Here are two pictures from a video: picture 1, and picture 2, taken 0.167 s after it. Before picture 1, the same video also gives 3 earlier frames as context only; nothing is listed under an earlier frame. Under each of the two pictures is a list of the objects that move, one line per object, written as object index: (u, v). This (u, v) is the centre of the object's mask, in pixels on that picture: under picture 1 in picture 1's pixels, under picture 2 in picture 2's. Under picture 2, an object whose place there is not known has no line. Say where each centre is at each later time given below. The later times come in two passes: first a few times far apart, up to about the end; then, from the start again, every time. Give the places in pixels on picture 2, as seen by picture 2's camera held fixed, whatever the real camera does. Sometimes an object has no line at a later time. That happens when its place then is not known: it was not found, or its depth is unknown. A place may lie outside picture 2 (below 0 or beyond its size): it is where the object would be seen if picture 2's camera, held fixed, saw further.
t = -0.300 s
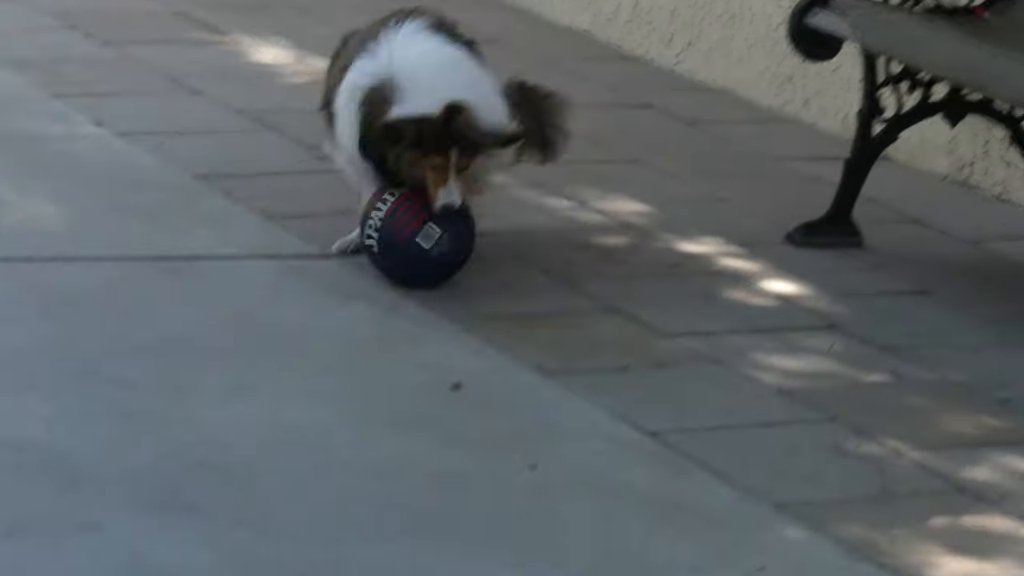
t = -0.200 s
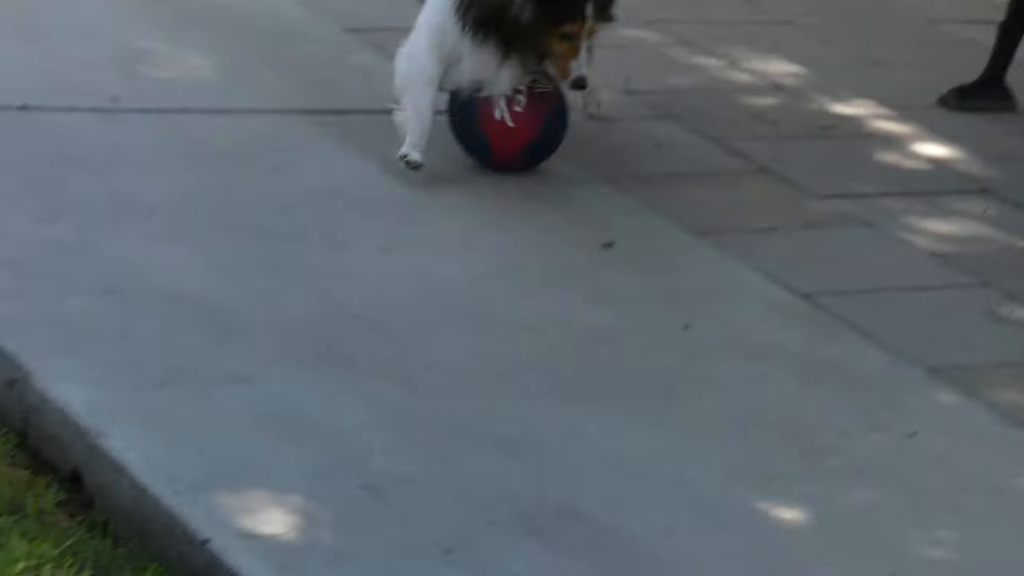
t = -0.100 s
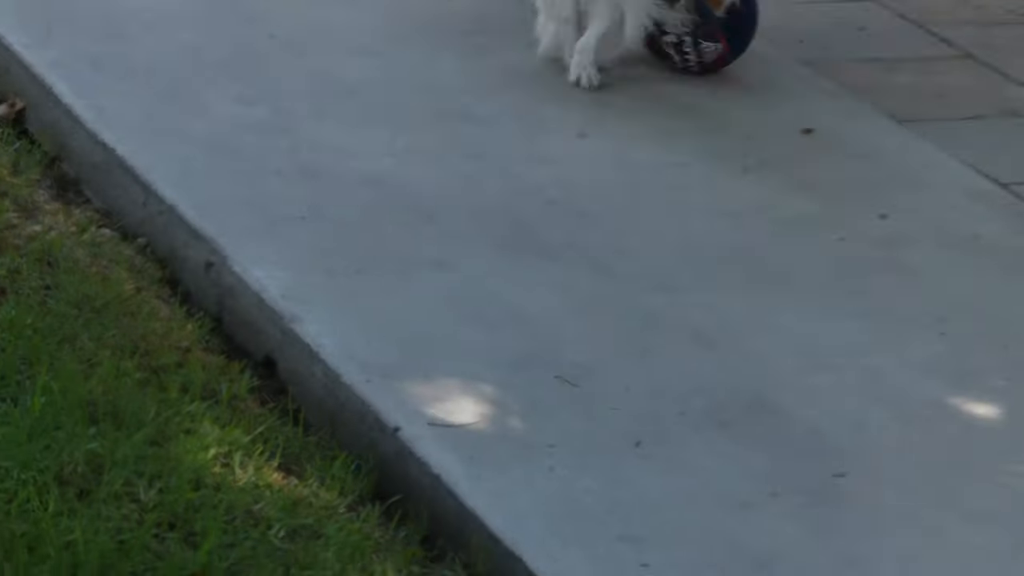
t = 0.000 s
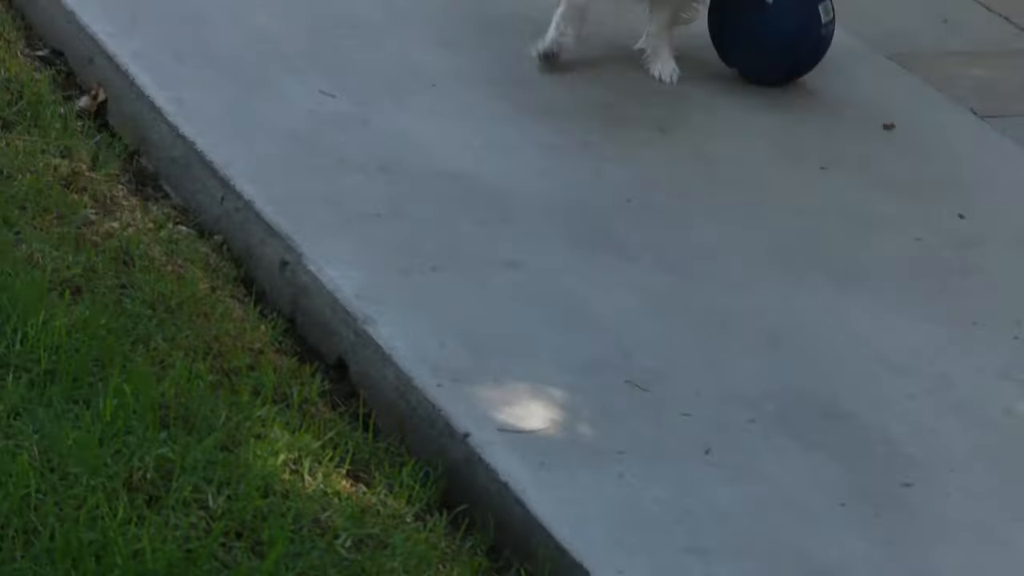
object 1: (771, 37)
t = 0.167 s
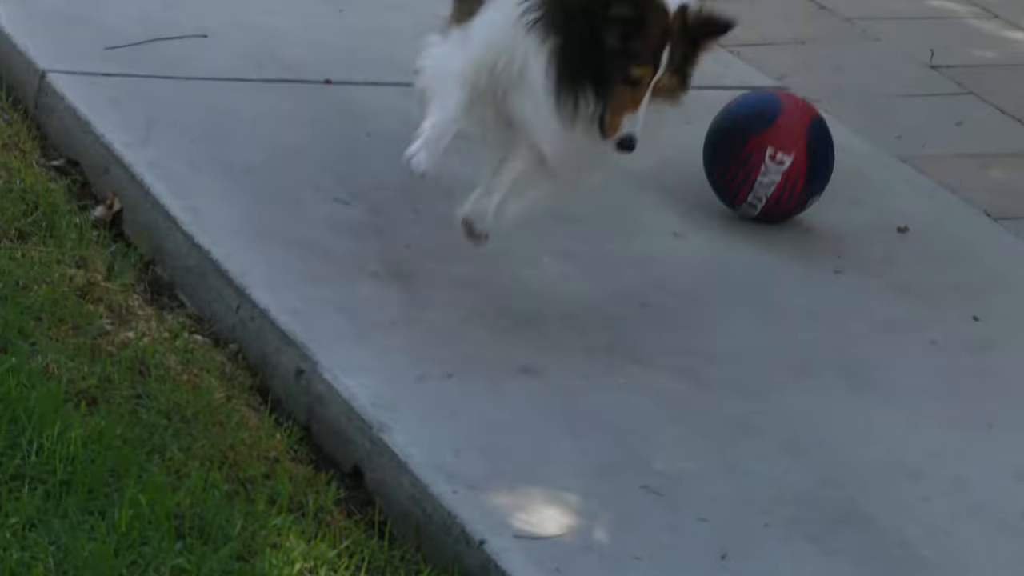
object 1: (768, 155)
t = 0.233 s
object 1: (765, 168)
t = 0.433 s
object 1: (741, 211)
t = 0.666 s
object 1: (720, 258)
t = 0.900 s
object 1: (695, 309)
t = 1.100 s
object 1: (673, 358)
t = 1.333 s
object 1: (647, 419)
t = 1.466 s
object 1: (634, 455)
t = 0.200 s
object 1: (769, 161)
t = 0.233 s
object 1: (765, 168)
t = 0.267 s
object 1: (760, 173)
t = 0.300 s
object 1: (757, 180)
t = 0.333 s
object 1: (754, 187)
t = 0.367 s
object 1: (750, 195)
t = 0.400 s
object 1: (746, 202)
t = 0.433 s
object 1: (741, 211)
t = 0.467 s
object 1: (740, 218)
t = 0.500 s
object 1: (733, 225)
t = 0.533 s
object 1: (732, 231)
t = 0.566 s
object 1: (730, 237)
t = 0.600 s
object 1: (726, 244)
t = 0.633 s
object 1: (723, 251)
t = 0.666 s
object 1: (720, 258)
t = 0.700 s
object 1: (716, 265)
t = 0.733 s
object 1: (712, 273)
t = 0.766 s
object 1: (709, 280)
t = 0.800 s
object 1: (706, 286)
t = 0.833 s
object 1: (703, 294)
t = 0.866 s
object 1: (700, 301)
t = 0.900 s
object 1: (695, 309)
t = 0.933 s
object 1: (692, 317)
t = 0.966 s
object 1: (688, 325)
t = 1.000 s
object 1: (684, 334)
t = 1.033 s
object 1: (681, 342)
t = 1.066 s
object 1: (677, 350)
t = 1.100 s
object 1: (673, 358)
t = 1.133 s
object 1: (669, 366)
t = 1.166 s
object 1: (666, 374)
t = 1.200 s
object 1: (662, 383)
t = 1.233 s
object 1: (658, 392)
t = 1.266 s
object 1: (654, 400)
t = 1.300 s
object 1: (650, 410)
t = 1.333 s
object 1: (647, 419)
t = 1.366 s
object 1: (644, 428)
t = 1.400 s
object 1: (640, 436)
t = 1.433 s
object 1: (637, 446)
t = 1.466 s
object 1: (634, 455)
